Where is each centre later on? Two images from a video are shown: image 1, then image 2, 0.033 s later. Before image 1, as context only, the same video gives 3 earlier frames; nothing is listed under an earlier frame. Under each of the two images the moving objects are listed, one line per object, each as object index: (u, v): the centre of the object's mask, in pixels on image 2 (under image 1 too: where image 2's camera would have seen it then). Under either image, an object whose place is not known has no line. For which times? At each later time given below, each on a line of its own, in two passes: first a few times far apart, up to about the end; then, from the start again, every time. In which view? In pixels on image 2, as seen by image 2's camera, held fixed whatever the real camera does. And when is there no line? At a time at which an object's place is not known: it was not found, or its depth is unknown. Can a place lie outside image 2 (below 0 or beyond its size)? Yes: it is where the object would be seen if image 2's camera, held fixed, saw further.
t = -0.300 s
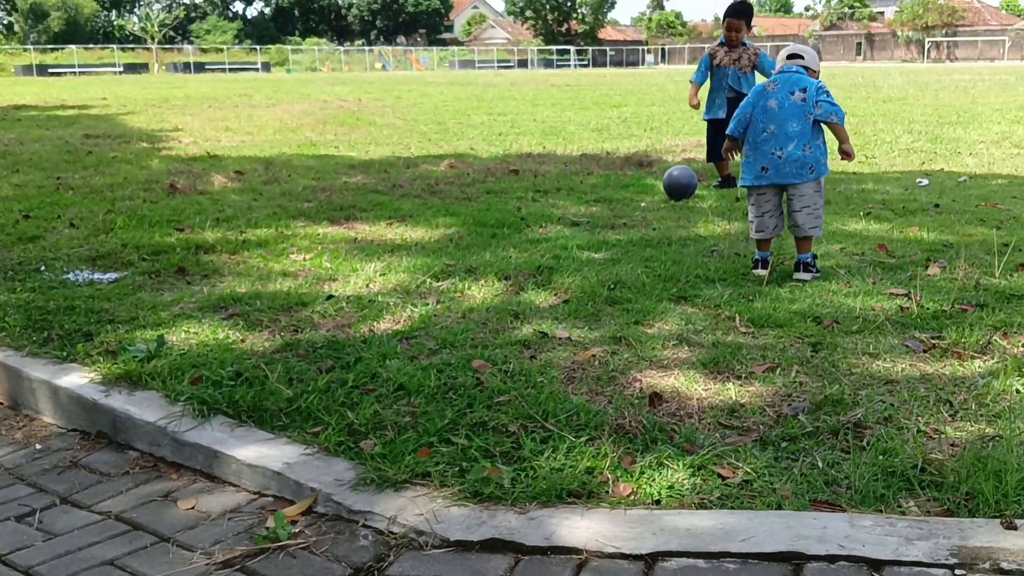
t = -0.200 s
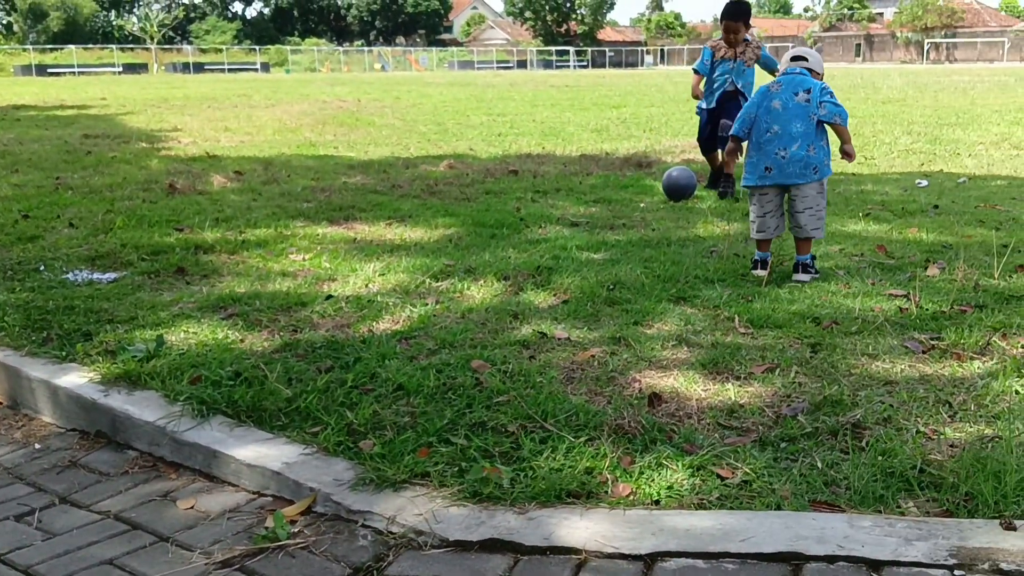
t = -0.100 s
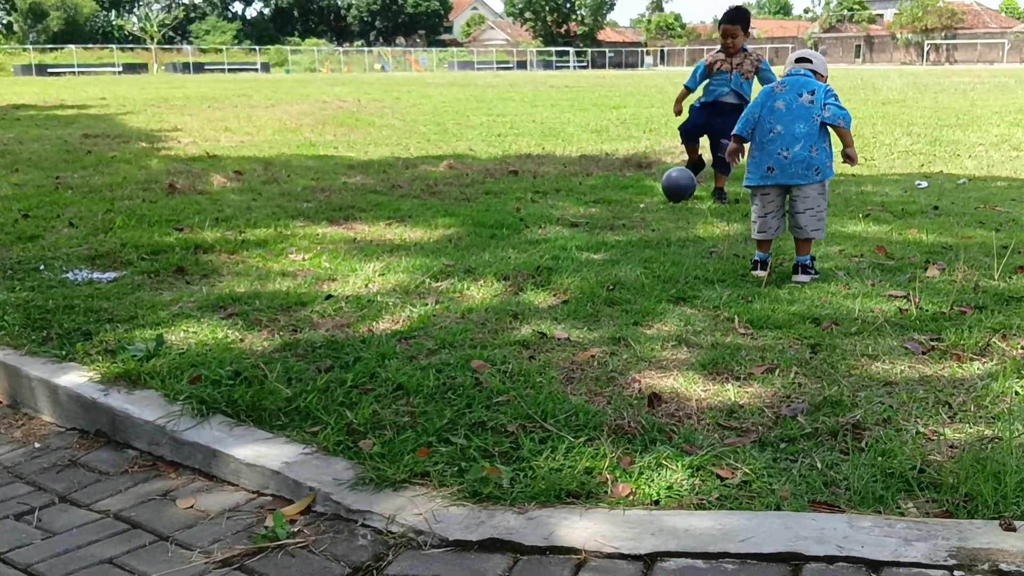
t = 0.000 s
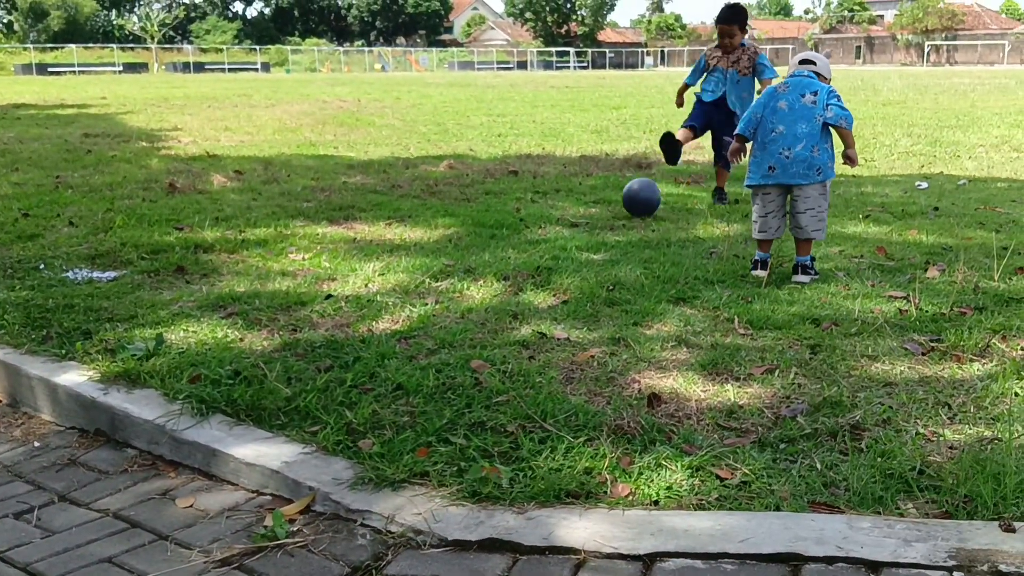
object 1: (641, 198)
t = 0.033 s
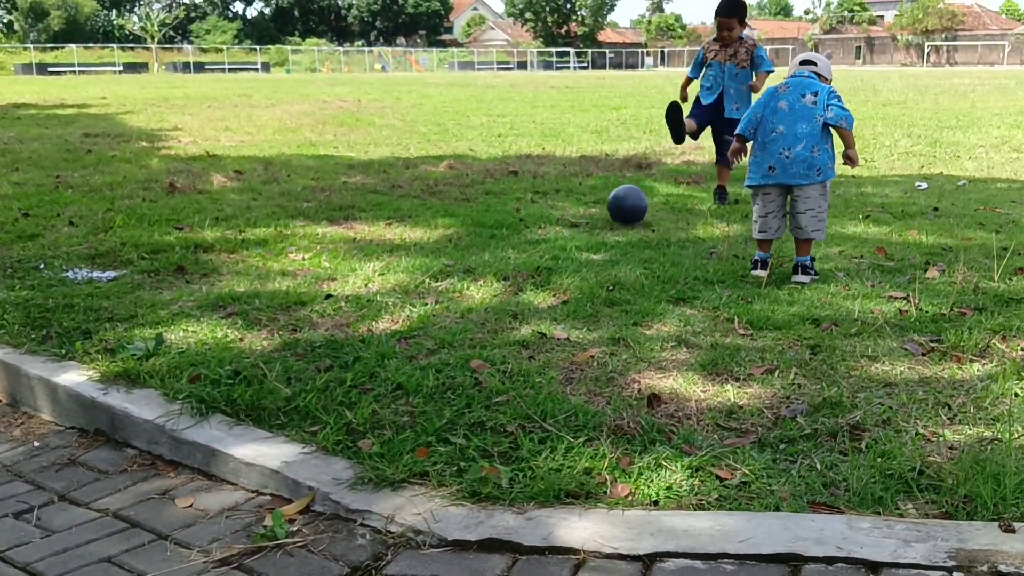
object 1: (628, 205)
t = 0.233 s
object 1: (557, 234)
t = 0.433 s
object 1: (492, 255)
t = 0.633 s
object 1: (426, 287)
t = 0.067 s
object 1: (614, 211)
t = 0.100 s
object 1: (603, 214)
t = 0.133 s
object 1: (592, 217)
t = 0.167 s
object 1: (580, 222)
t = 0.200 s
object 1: (569, 229)
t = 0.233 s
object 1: (557, 234)
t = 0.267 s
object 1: (547, 238)
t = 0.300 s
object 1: (537, 240)
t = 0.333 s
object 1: (526, 244)
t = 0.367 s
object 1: (514, 251)
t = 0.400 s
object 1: (504, 250)
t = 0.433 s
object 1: (492, 255)
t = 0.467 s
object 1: (481, 264)
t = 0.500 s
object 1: (469, 276)
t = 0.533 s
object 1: (459, 281)
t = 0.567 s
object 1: (449, 280)
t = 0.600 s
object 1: (437, 282)
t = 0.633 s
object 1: (426, 287)
